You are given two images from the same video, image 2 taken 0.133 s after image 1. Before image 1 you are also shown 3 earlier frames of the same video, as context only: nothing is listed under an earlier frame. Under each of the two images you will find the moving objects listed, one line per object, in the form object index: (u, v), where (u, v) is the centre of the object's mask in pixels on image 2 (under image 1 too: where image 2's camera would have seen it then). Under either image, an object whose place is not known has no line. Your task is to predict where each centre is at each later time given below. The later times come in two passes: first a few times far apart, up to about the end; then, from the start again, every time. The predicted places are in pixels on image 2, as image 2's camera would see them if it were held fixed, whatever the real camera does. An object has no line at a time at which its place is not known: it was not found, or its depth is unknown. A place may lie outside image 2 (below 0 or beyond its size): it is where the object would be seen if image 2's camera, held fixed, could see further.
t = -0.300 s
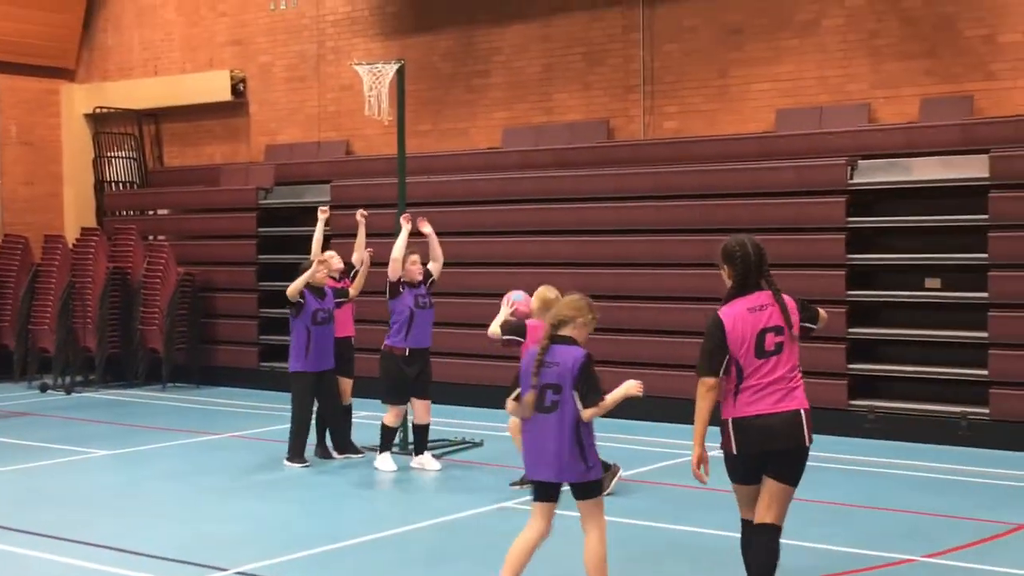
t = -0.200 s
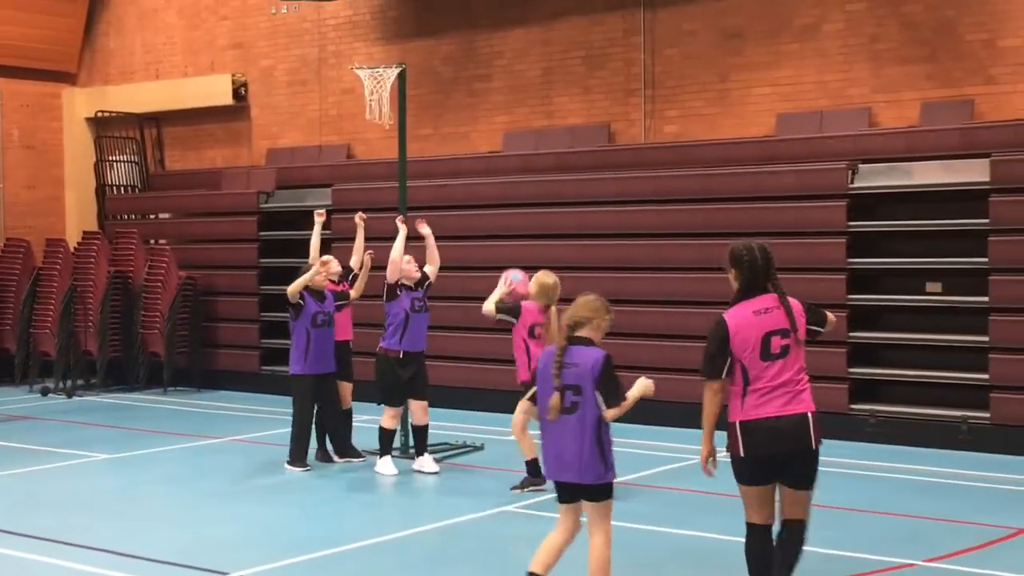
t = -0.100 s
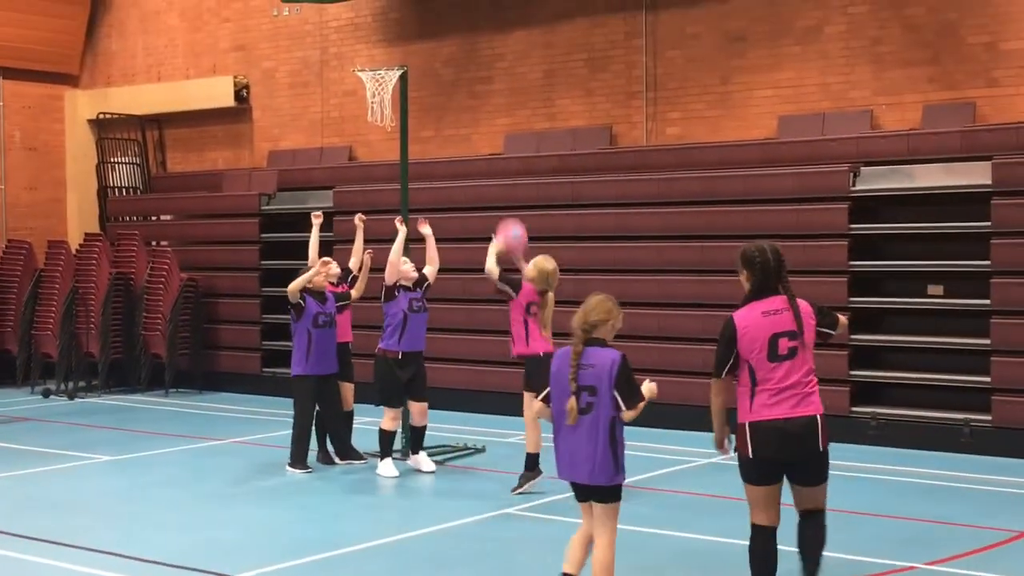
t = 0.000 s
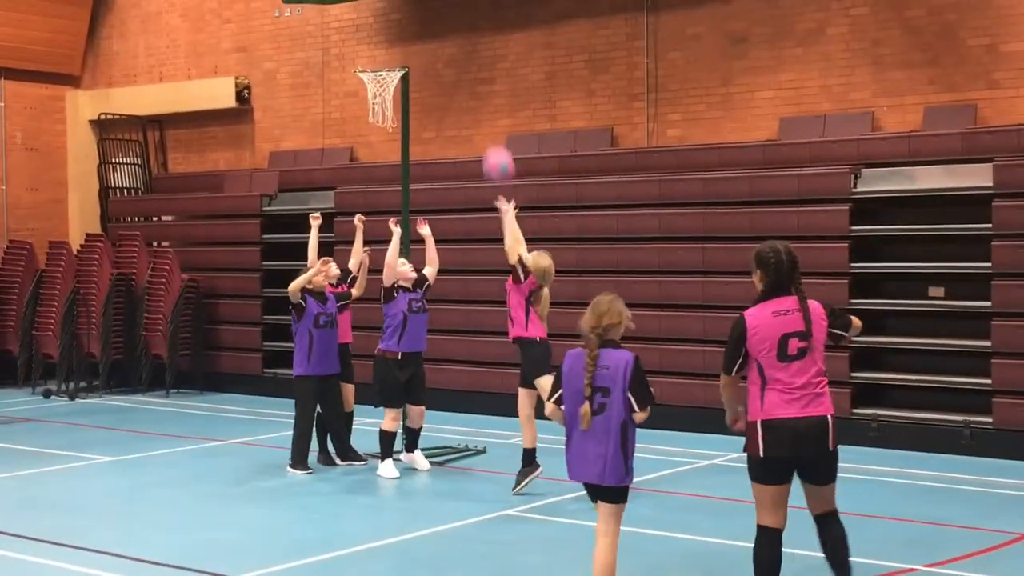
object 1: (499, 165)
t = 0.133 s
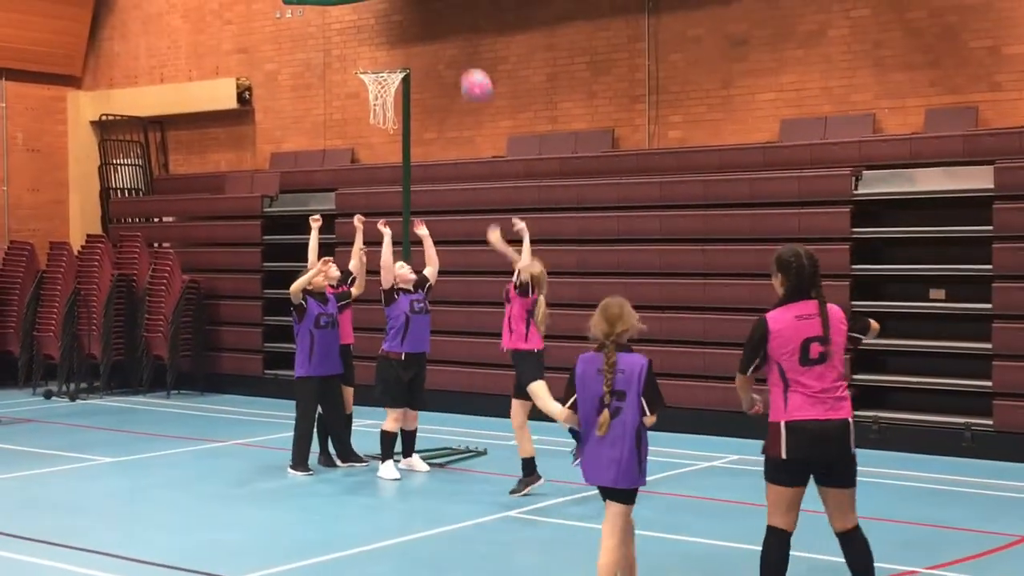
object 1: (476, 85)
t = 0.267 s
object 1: (454, 33)
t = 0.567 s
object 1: (408, 5)
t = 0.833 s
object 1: (376, 66)
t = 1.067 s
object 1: (385, 84)
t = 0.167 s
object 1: (469, 70)
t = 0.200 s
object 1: (464, 56)
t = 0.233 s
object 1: (458, 45)
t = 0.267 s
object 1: (454, 33)
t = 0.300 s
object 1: (448, 23)
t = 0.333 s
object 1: (443, 16)
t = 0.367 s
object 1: (437, 10)
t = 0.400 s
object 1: (433, 6)
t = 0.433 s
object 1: (428, 4)
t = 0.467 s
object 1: (423, 3)
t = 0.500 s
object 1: (418, 3)
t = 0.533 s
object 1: (414, 3)
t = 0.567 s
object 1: (408, 5)
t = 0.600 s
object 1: (404, 8)
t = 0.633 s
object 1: (399, 15)
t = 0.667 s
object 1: (394, 22)
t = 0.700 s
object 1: (389, 30)
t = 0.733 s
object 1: (386, 40)
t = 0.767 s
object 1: (381, 51)
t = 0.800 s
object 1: (376, 61)
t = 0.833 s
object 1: (376, 66)
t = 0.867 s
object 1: (379, 82)
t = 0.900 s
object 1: (381, 87)
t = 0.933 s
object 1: (383, 85)
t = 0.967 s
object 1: (385, 82)
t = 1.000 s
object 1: (386, 81)
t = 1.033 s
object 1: (386, 84)
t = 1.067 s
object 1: (385, 84)
